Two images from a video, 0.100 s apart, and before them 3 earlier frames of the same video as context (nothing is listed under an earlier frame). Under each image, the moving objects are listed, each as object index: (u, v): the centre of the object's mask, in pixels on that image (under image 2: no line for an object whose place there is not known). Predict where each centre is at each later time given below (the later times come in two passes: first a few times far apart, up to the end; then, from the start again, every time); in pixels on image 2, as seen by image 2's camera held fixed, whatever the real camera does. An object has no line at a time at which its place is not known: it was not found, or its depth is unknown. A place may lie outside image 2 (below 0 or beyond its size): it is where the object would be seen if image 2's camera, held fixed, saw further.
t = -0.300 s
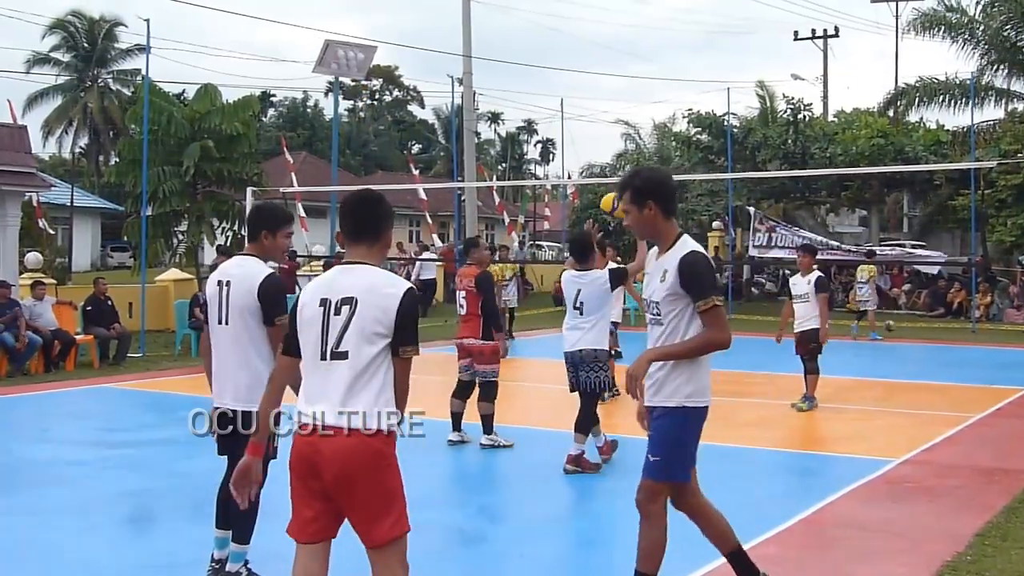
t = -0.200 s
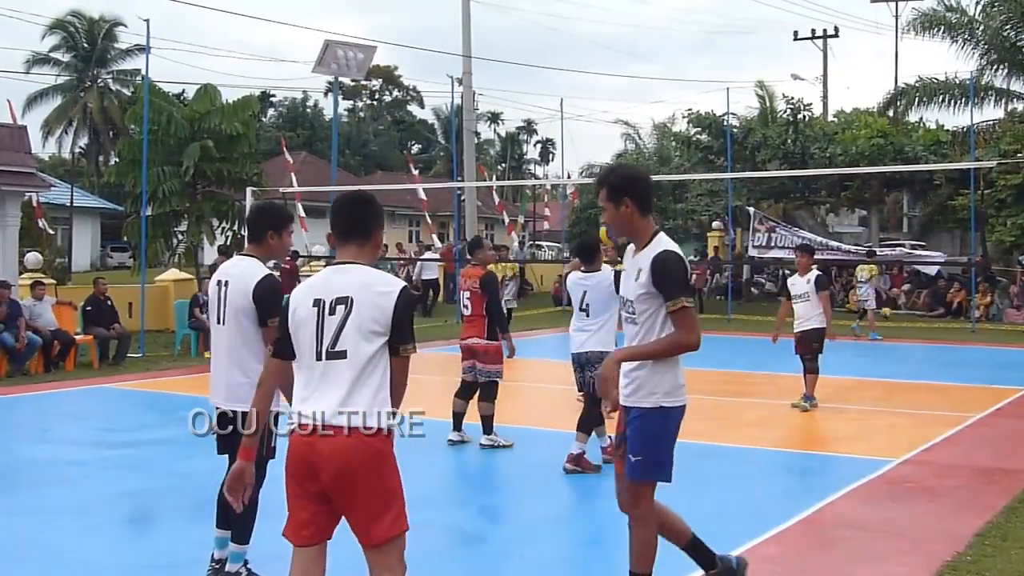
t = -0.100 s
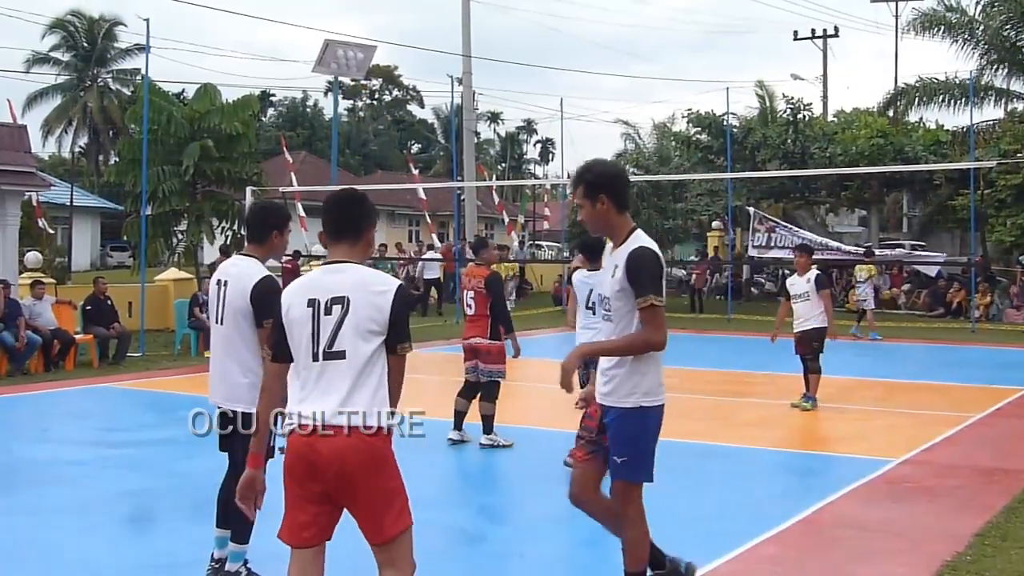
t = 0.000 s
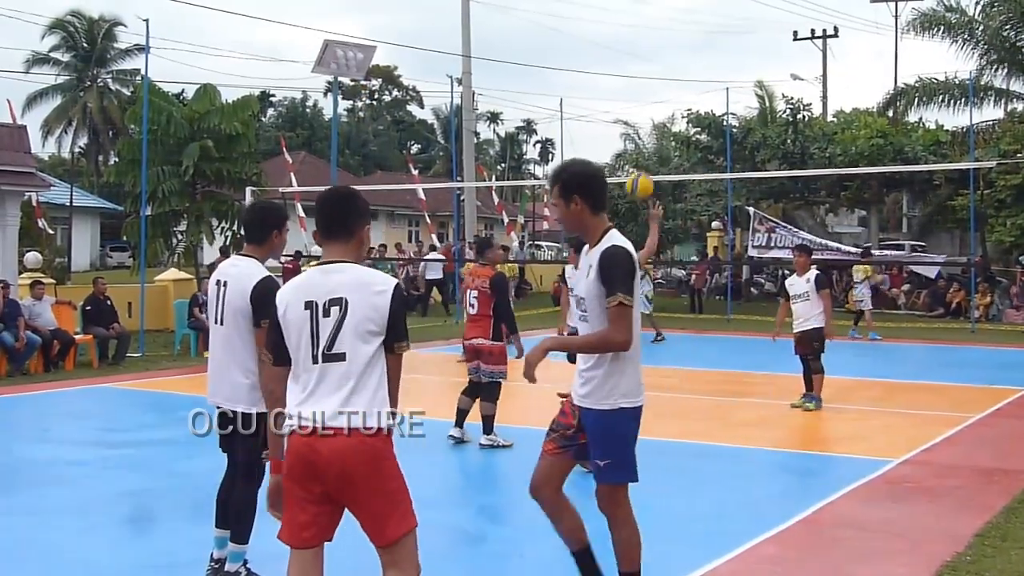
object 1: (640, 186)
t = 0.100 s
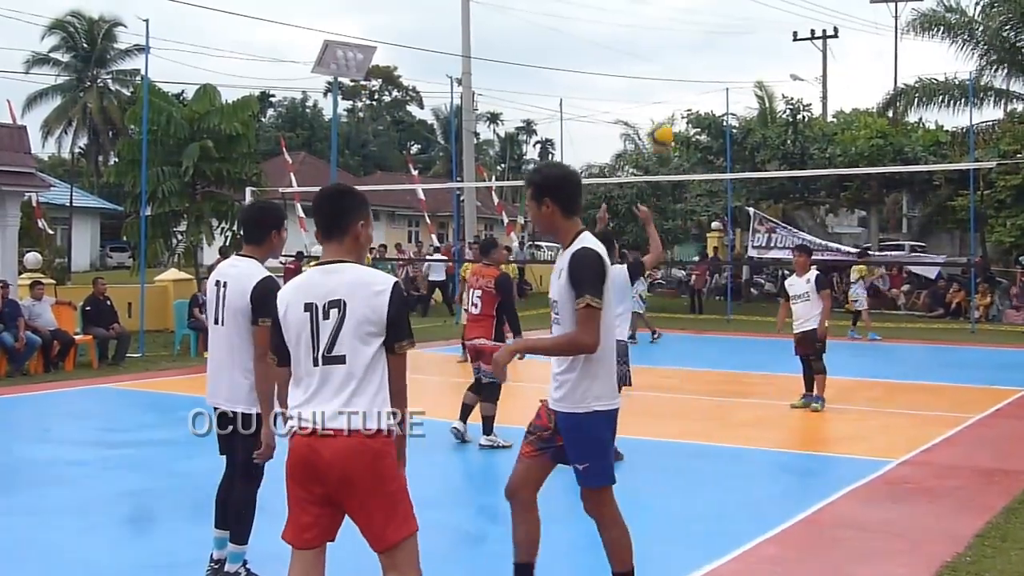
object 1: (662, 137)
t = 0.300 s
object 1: (698, 80)
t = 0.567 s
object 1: (740, 84)
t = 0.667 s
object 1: (754, 104)
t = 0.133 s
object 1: (667, 123)
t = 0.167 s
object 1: (673, 111)
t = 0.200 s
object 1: (680, 101)
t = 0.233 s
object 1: (686, 92)
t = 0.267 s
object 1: (692, 85)
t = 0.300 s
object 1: (698, 80)
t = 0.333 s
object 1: (704, 76)
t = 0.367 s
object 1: (709, 73)
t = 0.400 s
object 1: (715, 72)
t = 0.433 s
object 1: (720, 72)
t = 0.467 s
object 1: (725, 73)
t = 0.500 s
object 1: (730, 75)
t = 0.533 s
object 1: (735, 79)
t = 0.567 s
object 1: (740, 84)
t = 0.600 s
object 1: (744, 90)
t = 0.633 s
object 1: (749, 97)
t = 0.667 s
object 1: (754, 104)
